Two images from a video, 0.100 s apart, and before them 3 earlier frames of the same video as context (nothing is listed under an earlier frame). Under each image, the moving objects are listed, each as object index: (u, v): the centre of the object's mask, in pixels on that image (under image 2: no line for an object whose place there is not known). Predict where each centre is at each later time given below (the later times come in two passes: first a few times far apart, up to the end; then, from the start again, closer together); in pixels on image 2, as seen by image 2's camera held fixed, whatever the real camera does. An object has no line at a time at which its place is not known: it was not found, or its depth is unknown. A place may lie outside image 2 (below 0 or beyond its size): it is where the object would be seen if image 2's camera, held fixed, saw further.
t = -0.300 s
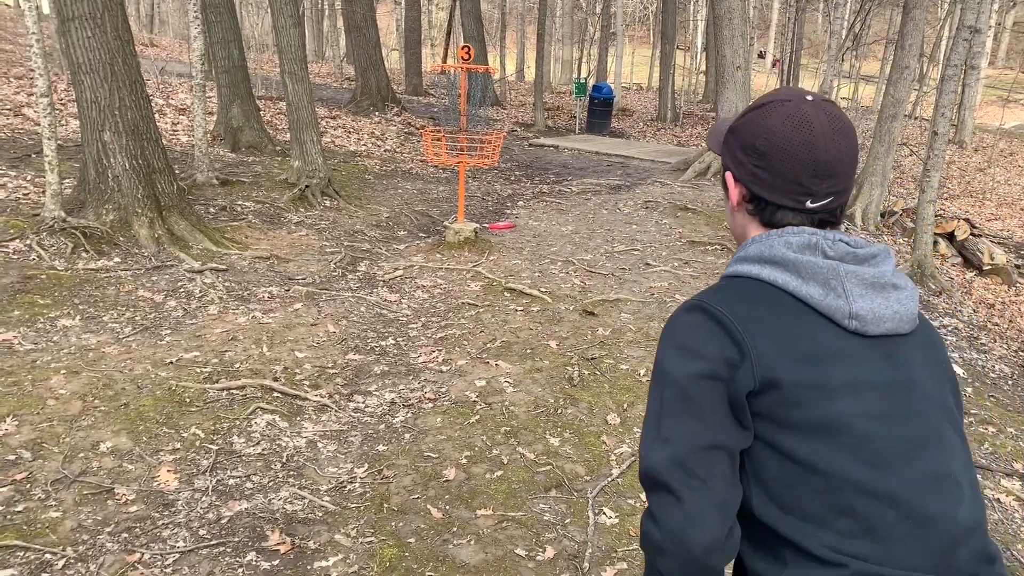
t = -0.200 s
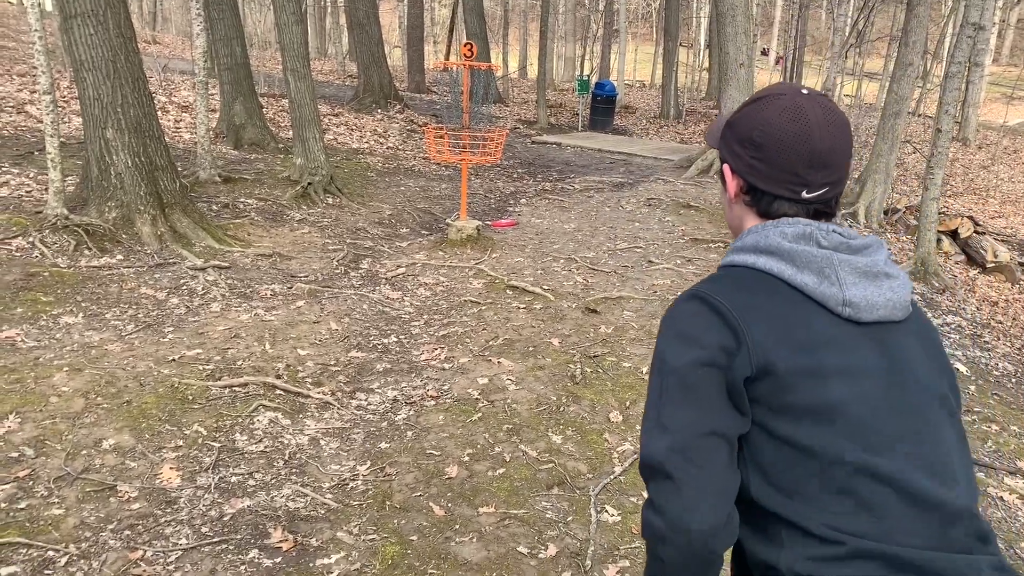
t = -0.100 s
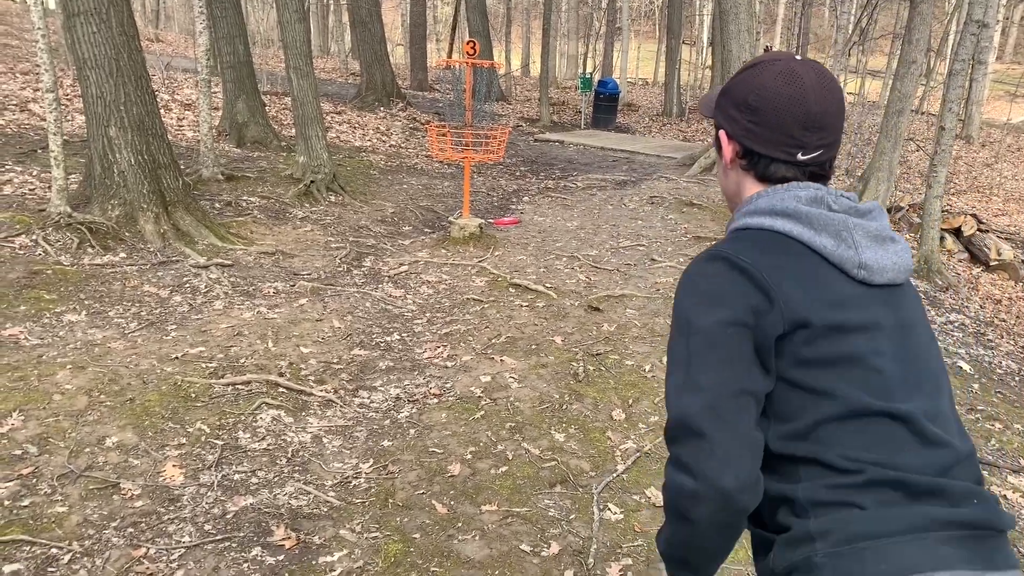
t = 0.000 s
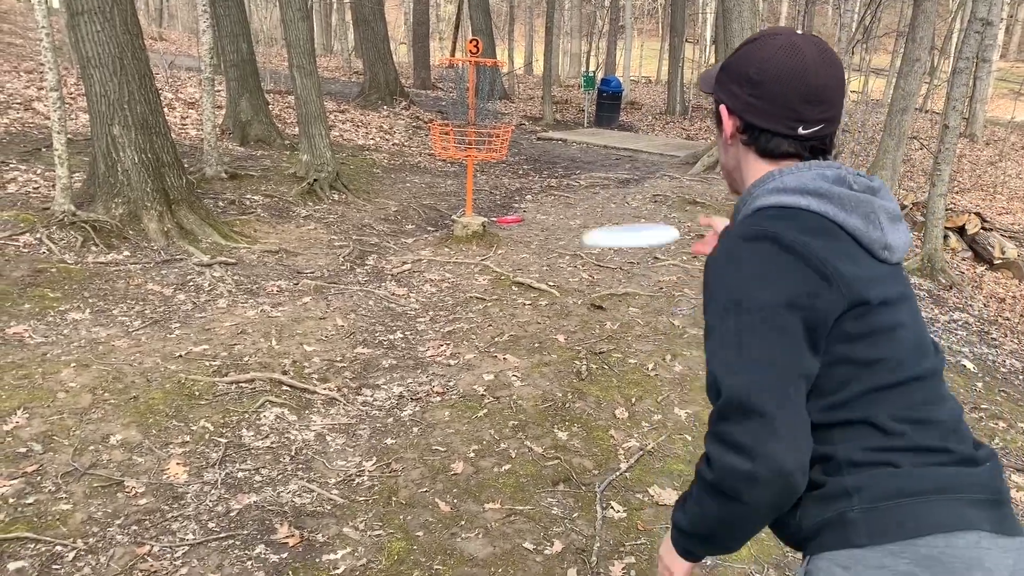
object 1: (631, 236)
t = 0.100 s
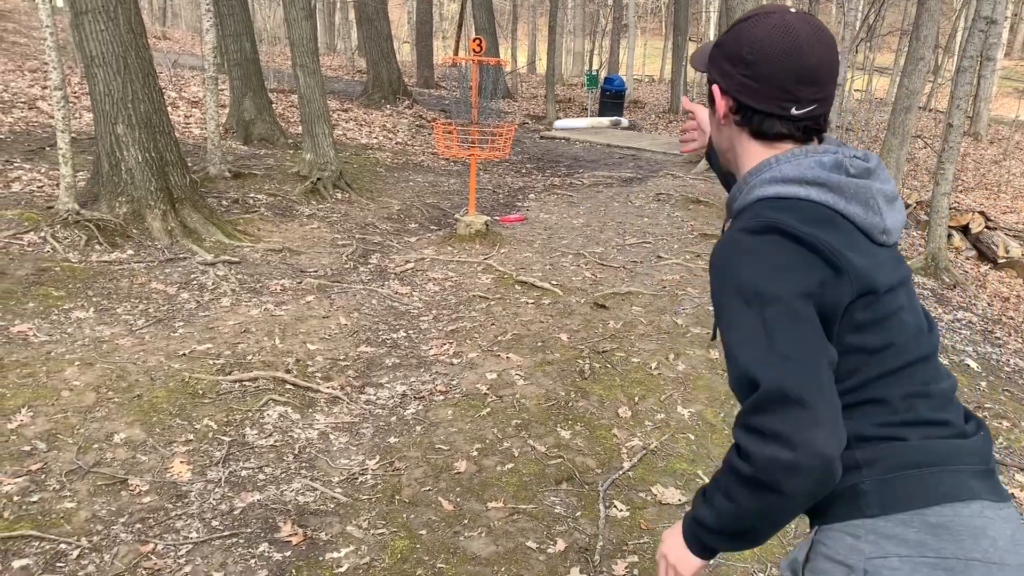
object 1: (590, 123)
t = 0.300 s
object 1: (545, 67)
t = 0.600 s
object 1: (507, 92)
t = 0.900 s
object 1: (494, 120)
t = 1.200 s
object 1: (497, 142)
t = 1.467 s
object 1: (498, 147)
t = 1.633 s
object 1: (491, 151)
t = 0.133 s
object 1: (581, 105)
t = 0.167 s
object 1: (574, 90)
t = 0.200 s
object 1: (566, 80)
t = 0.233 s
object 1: (558, 75)
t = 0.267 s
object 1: (551, 70)
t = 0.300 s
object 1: (545, 67)
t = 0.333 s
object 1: (539, 68)
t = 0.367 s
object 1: (535, 69)
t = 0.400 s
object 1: (530, 71)
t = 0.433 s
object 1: (524, 73)
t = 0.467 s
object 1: (520, 76)
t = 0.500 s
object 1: (517, 79)
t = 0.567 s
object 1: (510, 88)
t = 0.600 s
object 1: (507, 92)
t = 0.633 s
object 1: (504, 96)
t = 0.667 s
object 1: (500, 100)
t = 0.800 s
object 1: (496, 116)
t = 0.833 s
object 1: (496, 118)
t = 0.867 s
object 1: (495, 120)
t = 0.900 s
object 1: (494, 120)
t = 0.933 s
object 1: (494, 122)
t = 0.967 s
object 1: (494, 124)
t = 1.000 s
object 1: (493, 127)
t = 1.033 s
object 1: (494, 132)
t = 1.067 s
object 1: (494, 137)
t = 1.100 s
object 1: (494, 141)
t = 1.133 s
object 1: (494, 142)
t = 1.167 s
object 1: (495, 142)
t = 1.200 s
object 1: (497, 142)
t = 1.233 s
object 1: (499, 141)
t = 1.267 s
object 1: (501, 141)
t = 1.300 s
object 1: (501, 141)
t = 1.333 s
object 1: (502, 142)
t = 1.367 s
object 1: (502, 144)
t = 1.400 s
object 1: (500, 145)
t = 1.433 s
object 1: (499, 147)
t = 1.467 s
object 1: (498, 147)
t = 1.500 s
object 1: (497, 150)
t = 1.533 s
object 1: (493, 152)
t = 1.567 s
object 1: (492, 152)
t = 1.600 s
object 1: (491, 151)
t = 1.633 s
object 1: (491, 151)
